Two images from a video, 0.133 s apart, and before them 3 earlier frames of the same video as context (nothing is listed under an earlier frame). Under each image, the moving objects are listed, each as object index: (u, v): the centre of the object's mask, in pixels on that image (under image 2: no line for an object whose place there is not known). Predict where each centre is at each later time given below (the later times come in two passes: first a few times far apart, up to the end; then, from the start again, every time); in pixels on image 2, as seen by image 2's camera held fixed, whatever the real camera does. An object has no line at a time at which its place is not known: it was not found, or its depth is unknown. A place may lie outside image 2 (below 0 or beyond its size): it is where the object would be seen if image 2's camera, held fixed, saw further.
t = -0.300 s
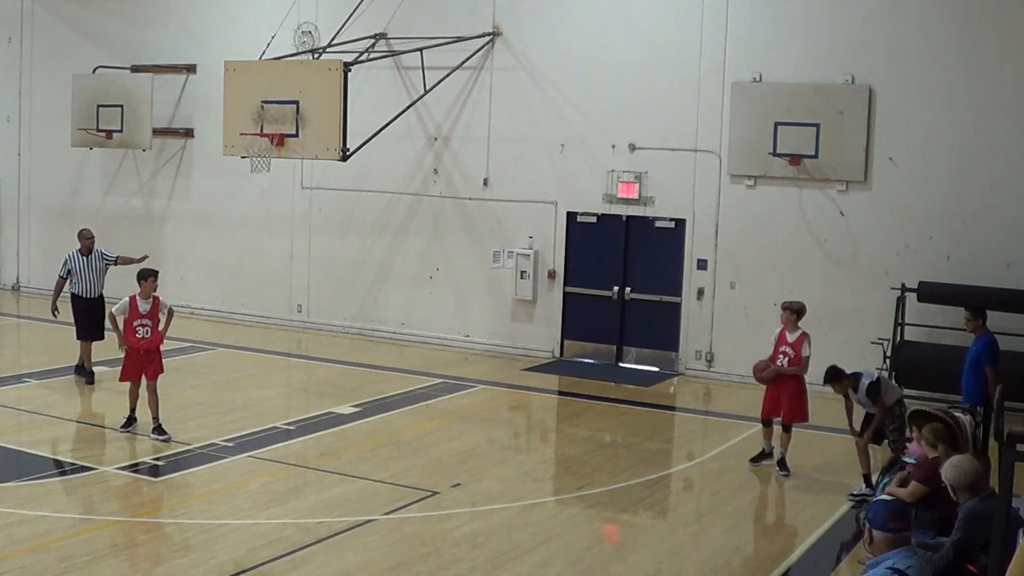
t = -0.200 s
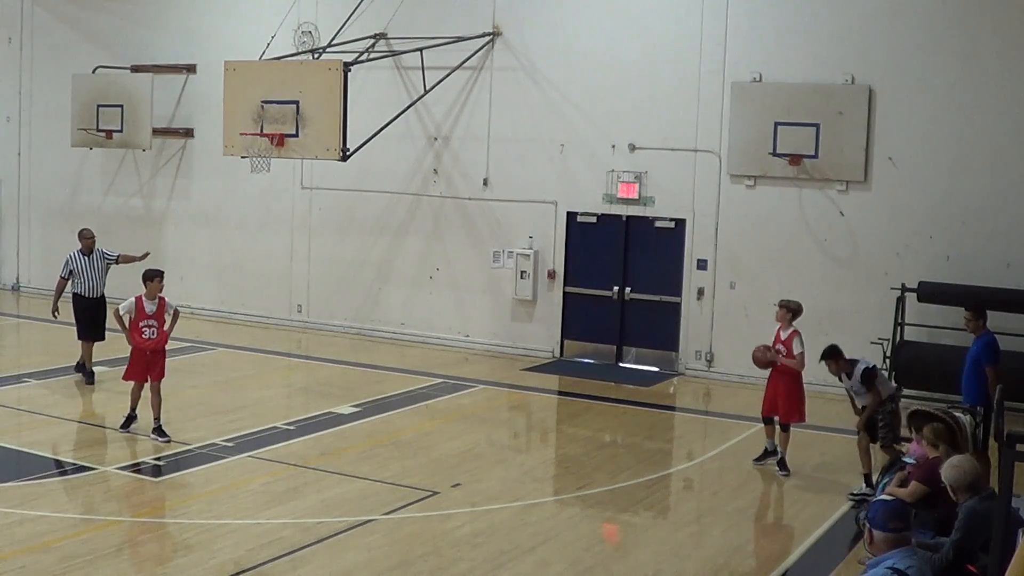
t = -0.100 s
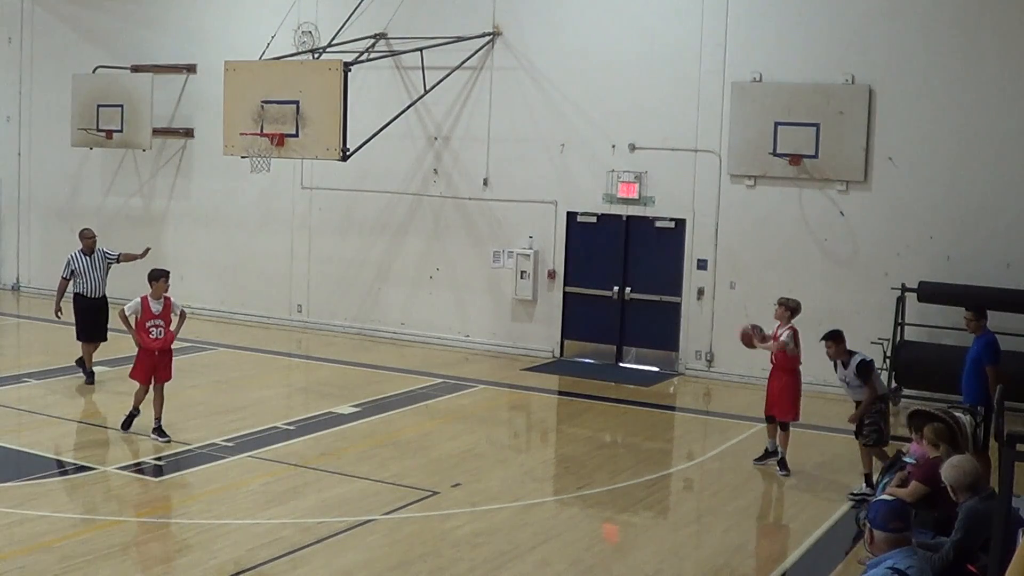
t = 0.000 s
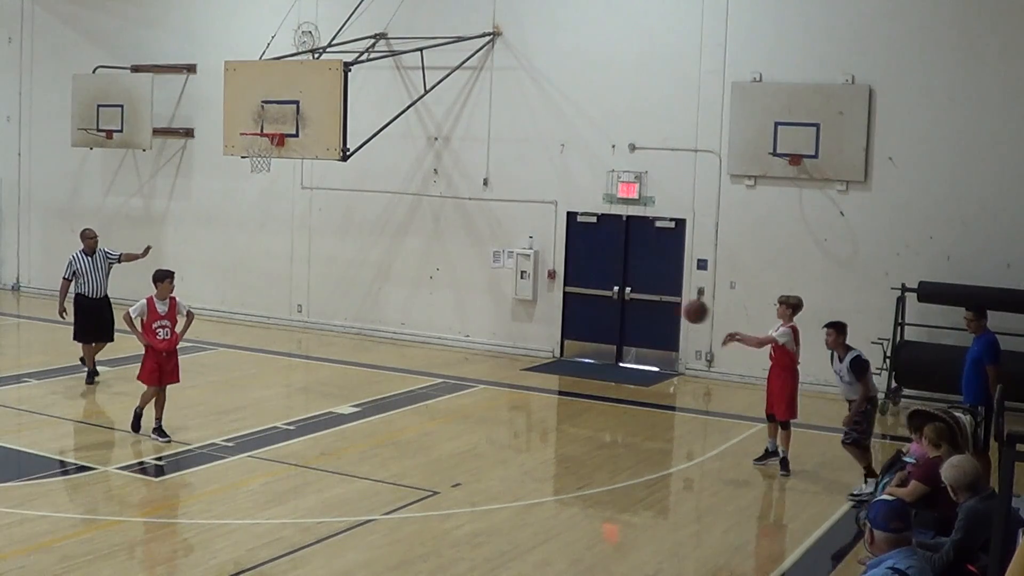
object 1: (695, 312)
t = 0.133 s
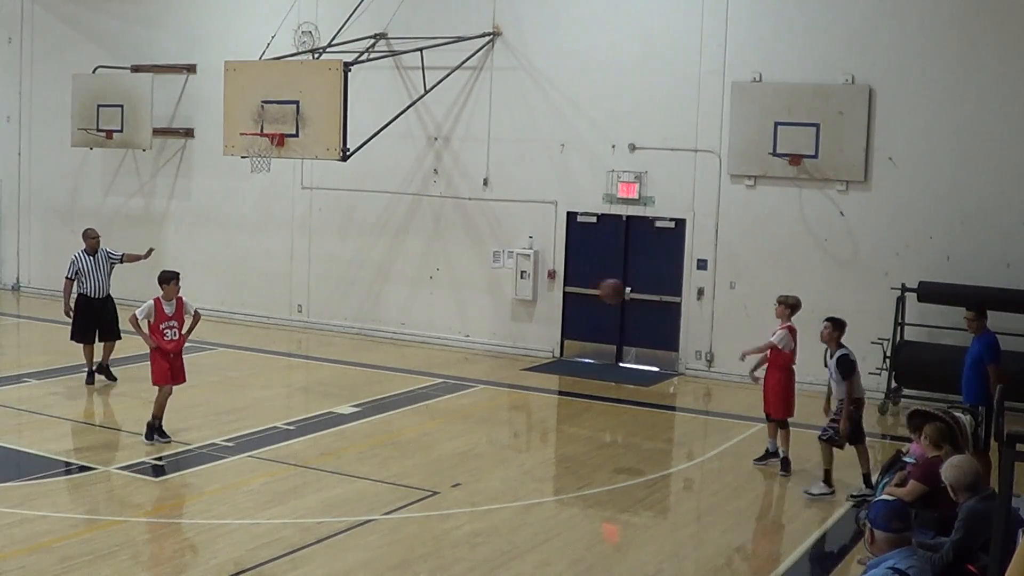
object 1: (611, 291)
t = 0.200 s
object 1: (571, 286)
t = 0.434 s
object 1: (435, 307)
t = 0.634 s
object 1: (327, 361)
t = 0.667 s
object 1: (310, 373)
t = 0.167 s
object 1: (591, 288)
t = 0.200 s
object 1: (571, 286)
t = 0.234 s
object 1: (551, 286)
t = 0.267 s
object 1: (530, 287)
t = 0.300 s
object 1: (510, 290)
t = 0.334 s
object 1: (492, 292)
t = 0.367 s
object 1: (472, 296)
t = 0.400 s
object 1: (453, 301)
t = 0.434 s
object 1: (435, 307)
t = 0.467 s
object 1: (416, 314)
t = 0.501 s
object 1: (398, 322)
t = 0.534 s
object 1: (380, 330)
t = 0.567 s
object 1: (362, 340)
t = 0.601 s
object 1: (344, 350)
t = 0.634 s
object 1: (327, 361)
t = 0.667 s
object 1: (310, 373)
